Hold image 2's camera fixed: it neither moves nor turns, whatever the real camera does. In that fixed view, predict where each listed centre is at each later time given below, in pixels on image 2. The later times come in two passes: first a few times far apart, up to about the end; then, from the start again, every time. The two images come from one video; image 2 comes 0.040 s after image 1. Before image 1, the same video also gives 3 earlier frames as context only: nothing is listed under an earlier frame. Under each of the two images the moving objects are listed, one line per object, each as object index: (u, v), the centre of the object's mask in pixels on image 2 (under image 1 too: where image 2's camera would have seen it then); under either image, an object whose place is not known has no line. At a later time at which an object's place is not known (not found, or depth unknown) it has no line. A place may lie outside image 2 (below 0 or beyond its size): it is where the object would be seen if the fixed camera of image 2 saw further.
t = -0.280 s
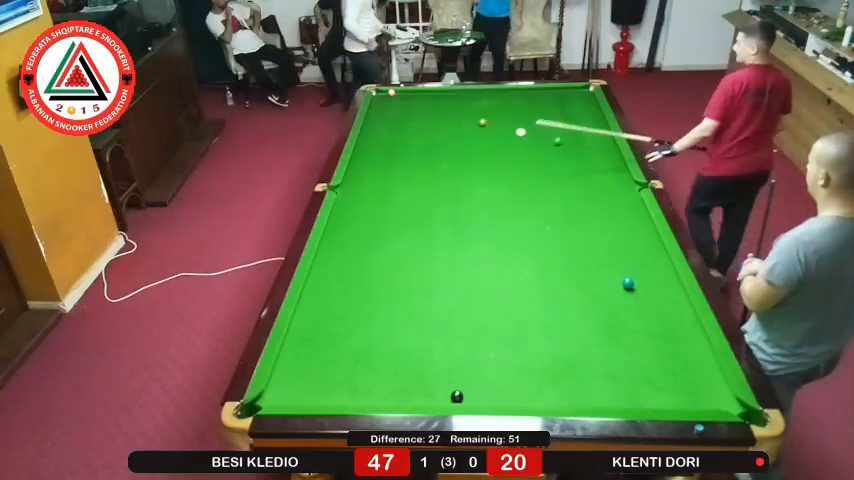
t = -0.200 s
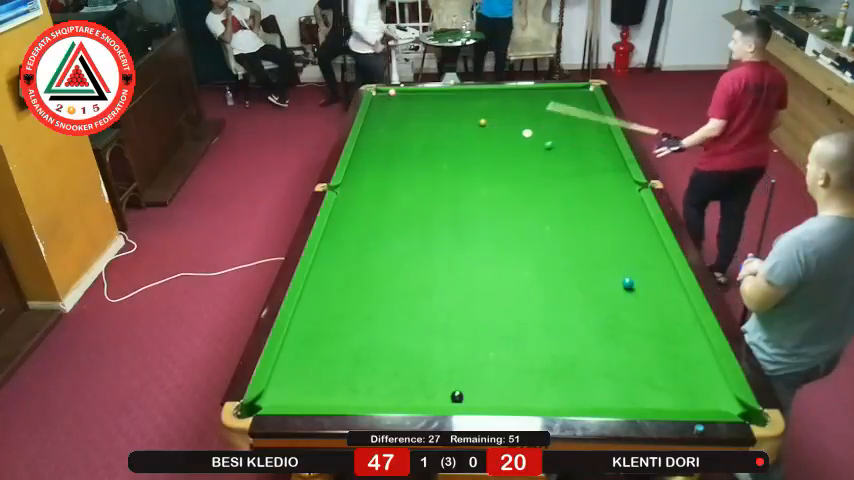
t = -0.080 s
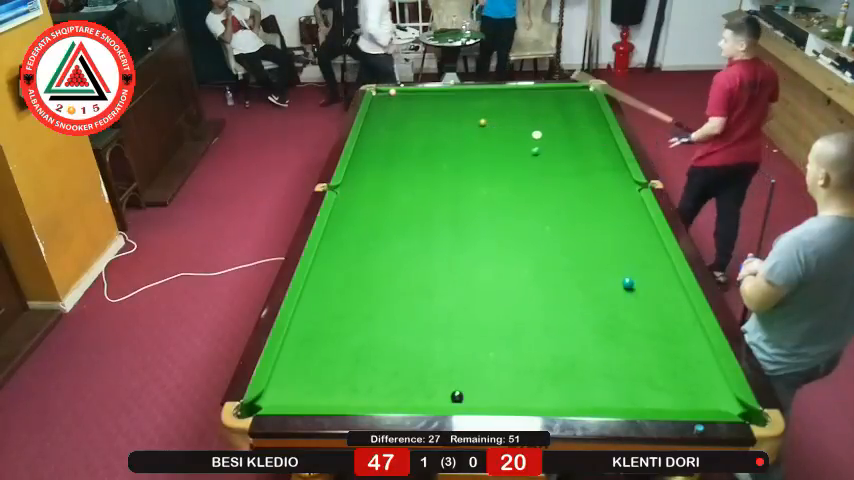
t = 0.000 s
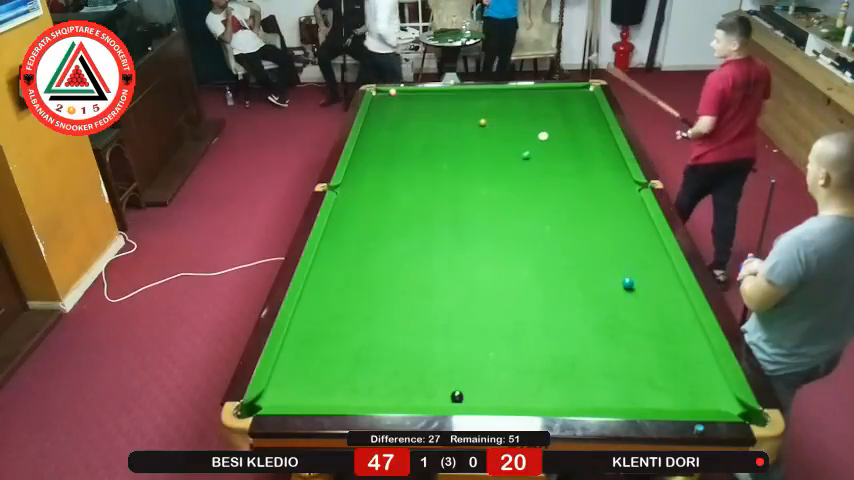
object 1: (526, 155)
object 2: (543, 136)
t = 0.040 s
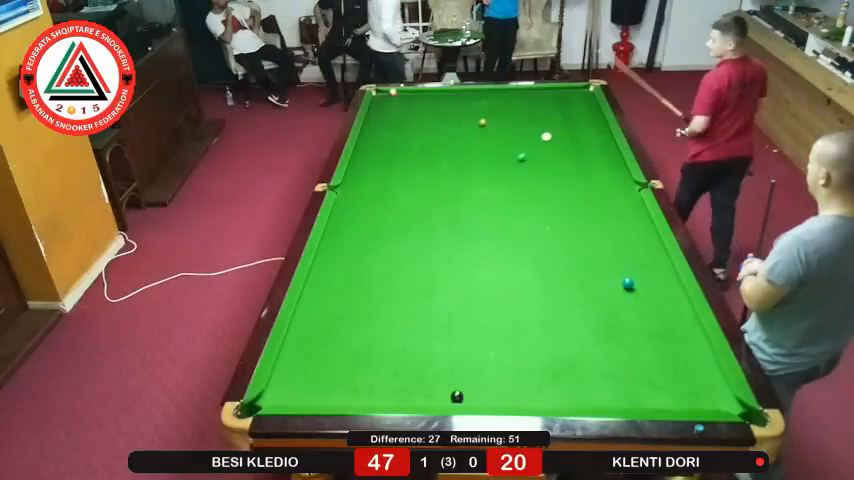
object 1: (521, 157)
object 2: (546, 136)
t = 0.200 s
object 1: (502, 166)
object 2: (559, 138)
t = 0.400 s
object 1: (478, 176)
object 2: (574, 141)
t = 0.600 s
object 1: (453, 188)
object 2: (590, 143)
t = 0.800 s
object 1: (427, 199)
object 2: (604, 146)
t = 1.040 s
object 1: (395, 213)
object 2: (611, 149)
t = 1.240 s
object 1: (367, 225)
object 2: (603, 151)
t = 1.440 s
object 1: (338, 238)
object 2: (596, 152)
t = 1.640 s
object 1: (330, 248)
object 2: (588, 154)
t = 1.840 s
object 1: (341, 257)
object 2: (582, 156)
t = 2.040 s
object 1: (352, 266)
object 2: (576, 157)
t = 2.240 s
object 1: (364, 275)
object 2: (571, 158)
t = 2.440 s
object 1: (375, 284)
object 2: (566, 159)
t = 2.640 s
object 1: (387, 293)
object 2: (561, 160)
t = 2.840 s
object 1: (398, 301)
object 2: (558, 161)
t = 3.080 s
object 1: (412, 312)
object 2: (554, 162)
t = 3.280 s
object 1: (423, 321)
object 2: (551, 162)
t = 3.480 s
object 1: (434, 329)
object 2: (549, 162)
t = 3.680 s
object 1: (444, 338)
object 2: (547, 163)
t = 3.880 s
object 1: (455, 346)
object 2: (547, 163)
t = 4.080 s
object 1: (465, 354)
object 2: (547, 163)
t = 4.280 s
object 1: (475, 361)
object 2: (547, 163)
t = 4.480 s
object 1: (484, 368)
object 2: (547, 163)
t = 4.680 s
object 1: (492, 375)
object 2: (547, 163)
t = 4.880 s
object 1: (501, 382)
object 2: (547, 163)
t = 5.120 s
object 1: (510, 390)
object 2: (547, 163)
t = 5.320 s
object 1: (517, 395)
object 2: (547, 163)
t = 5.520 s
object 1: (523, 397)
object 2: (547, 163)
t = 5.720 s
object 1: (529, 400)
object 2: (547, 163)
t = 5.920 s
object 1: (532, 399)
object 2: (547, 163)
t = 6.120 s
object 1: (534, 398)
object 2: (547, 163)
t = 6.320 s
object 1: (536, 397)
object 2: (547, 163)
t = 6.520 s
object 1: (537, 397)
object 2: (547, 163)
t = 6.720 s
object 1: (537, 397)
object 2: (547, 163)
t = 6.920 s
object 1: (537, 397)
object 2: (547, 163)
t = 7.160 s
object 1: (537, 397)
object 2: (547, 163)
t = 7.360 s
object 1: (537, 397)
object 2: (547, 163)
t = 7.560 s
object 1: (537, 397)
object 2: (547, 163)
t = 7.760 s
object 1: (537, 397)
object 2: (547, 163)
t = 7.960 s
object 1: (537, 397)
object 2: (547, 163)
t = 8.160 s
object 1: (537, 397)
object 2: (547, 163)
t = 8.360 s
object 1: (537, 397)
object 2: (547, 163)
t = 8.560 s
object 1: (537, 397)
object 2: (547, 163)
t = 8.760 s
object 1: (537, 397)
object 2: (547, 163)
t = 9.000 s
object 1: (537, 397)
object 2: (547, 163)
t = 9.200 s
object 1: (537, 397)
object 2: (547, 163)
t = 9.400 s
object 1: (537, 397)
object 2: (547, 163)
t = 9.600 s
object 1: (537, 397)
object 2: (547, 163)
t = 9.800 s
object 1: (537, 397)
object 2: (547, 163)
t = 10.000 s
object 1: (537, 397)
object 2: (547, 163)
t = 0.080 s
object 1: (516, 159)
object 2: (549, 137)
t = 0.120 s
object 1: (512, 161)
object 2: (552, 137)
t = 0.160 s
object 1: (507, 164)
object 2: (556, 138)
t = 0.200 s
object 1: (502, 166)
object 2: (559, 138)
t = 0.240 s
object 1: (498, 168)
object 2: (562, 139)
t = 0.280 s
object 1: (493, 170)
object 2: (565, 139)
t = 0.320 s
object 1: (488, 172)
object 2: (568, 140)
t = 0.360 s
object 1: (483, 174)
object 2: (571, 140)
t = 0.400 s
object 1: (478, 176)
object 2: (574, 141)
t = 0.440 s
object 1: (473, 179)
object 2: (577, 141)
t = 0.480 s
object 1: (468, 181)
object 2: (581, 142)
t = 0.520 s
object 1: (463, 183)
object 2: (584, 143)
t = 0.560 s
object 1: (458, 185)
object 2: (586, 143)
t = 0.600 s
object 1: (453, 188)
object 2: (590, 143)
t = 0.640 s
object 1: (448, 190)
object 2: (593, 144)
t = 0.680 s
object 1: (443, 192)
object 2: (595, 145)
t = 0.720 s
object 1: (438, 194)
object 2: (598, 145)
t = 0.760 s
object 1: (433, 196)
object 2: (602, 146)
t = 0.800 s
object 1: (427, 199)
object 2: (604, 146)
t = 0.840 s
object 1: (422, 201)
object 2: (608, 147)
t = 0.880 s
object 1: (417, 203)
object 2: (611, 147)
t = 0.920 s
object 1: (411, 206)
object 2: (614, 148)
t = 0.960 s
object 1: (406, 208)
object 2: (614, 148)
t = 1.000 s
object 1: (400, 210)
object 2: (612, 149)
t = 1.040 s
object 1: (395, 213)
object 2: (611, 149)
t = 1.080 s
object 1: (389, 215)
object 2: (609, 149)
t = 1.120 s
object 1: (384, 217)
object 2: (608, 149)
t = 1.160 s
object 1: (378, 220)
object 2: (606, 150)
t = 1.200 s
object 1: (372, 223)
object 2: (605, 150)
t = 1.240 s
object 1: (367, 225)
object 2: (603, 151)
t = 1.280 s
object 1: (361, 227)
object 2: (602, 151)
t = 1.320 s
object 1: (355, 230)
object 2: (600, 151)
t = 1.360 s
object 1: (349, 232)
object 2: (598, 152)
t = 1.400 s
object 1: (344, 235)
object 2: (597, 152)
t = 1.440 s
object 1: (338, 238)
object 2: (596, 152)
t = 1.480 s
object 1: (331, 240)
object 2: (594, 153)
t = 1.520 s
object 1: (325, 242)
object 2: (593, 153)
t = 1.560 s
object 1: (324, 244)
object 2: (591, 153)
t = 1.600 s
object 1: (327, 246)
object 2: (590, 154)
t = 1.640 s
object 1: (330, 248)
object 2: (588, 154)
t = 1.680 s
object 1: (332, 250)
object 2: (587, 154)
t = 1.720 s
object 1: (334, 251)
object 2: (586, 155)
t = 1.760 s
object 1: (336, 253)
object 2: (585, 155)
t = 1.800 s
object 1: (339, 255)
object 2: (583, 155)
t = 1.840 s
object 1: (341, 257)
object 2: (582, 156)
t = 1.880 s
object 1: (343, 259)
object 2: (581, 156)
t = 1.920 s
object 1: (346, 260)
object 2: (580, 156)
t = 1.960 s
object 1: (348, 262)
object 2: (579, 156)
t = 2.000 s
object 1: (350, 264)
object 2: (577, 157)
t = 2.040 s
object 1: (352, 266)
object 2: (576, 157)
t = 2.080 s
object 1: (354, 268)
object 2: (575, 157)
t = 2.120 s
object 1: (357, 269)
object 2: (574, 157)
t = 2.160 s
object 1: (359, 271)
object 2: (573, 158)
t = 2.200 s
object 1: (362, 273)
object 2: (572, 158)
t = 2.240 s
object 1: (364, 275)
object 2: (571, 158)
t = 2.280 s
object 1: (366, 276)
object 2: (570, 159)
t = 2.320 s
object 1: (368, 278)
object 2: (568, 159)
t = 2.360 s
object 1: (371, 280)
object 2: (567, 159)
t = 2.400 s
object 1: (373, 282)
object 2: (567, 159)
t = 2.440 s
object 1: (375, 284)
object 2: (566, 159)
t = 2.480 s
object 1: (378, 285)
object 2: (565, 160)
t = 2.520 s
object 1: (380, 287)
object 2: (564, 160)
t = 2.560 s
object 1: (382, 289)
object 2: (563, 160)
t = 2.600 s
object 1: (385, 291)
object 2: (562, 160)
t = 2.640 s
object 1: (387, 293)
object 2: (561, 160)
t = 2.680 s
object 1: (389, 295)
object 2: (560, 160)
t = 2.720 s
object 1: (391, 296)
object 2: (560, 160)
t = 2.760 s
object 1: (394, 298)
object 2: (559, 160)
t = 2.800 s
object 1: (396, 300)
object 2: (558, 161)
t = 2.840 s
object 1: (398, 301)
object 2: (558, 161)
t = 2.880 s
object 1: (400, 303)
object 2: (557, 161)
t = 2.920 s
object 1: (403, 305)
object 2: (556, 161)
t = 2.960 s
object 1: (405, 306)
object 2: (555, 161)
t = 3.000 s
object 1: (407, 308)
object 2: (555, 161)
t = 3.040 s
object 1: (410, 310)
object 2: (554, 162)
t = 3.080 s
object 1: (412, 312)
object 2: (554, 162)
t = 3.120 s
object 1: (414, 314)
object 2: (553, 162)
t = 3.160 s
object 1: (416, 315)
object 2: (552, 162)
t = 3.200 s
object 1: (418, 317)
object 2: (552, 162)
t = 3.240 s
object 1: (421, 319)
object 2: (552, 162)
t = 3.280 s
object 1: (423, 321)
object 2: (551, 162)
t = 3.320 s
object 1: (425, 323)
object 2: (551, 162)
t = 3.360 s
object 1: (427, 324)
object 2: (550, 162)
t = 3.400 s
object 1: (429, 326)
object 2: (550, 162)
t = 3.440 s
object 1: (432, 328)
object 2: (550, 162)
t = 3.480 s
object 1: (434, 329)
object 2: (549, 162)
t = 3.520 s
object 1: (436, 331)
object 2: (549, 162)
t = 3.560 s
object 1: (438, 333)
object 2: (549, 163)
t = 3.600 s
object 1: (440, 334)
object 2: (548, 163)
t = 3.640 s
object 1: (442, 336)
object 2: (548, 163)
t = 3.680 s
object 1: (444, 338)
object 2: (547, 163)
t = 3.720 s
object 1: (447, 339)
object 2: (547, 163)
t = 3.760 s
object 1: (449, 341)
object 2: (547, 163)
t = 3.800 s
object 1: (451, 343)
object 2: (547, 163)
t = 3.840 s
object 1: (453, 344)
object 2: (547, 163)
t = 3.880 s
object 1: (455, 346)
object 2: (547, 163)
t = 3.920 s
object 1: (457, 347)
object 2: (547, 163)
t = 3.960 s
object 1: (459, 349)
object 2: (547, 163)
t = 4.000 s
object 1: (461, 350)
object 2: (547, 163)
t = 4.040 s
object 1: (463, 352)
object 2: (547, 163)
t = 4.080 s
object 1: (465, 354)
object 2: (547, 163)
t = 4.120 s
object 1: (467, 355)
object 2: (547, 163)
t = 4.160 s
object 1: (469, 357)
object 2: (547, 163)
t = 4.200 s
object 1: (470, 358)
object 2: (547, 163)
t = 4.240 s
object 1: (473, 360)
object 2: (547, 163)
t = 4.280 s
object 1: (475, 361)
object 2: (547, 163)
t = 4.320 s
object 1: (476, 363)
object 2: (547, 163)
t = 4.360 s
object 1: (478, 364)
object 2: (547, 163)
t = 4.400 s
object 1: (480, 366)
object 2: (547, 163)
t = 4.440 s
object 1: (482, 367)
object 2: (547, 163)
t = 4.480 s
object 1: (484, 368)
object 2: (547, 163)
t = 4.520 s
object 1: (485, 370)
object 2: (547, 163)
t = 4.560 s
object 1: (487, 371)
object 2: (547, 163)
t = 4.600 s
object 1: (489, 372)
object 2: (547, 163)
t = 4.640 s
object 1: (491, 374)
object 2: (547, 163)
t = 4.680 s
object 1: (492, 375)
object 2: (547, 163)
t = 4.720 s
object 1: (494, 377)
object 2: (547, 163)
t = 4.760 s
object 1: (496, 378)
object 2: (547, 163)
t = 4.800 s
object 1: (498, 379)
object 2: (547, 163)
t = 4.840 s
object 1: (499, 381)
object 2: (547, 163)
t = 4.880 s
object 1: (501, 382)
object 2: (547, 163)
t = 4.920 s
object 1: (503, 383)
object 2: (547, 163)
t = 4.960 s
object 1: (504, 384)
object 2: (547, 163)
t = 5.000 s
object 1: (506, 386)
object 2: (547, 163)
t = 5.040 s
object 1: (507, 387)
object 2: (547, 163)
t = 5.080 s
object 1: (509, 388)
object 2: (547, 163)
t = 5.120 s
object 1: (510, 390)
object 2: (547, 163)
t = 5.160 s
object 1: (512, 391)
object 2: (547, 163)
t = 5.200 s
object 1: (513, 392)
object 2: (547, 163)
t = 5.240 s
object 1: (514, 393)
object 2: (547, 163)
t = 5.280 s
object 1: (516, 394)
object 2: (547, 163)
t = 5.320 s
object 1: (517, 395)
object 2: (547, 163)
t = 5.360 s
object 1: (518, 395)
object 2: (547, 163)
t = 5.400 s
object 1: (519, 396)
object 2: (547, 163)
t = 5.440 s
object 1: (521, 397)
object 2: (547, 163)
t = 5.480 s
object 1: (522, 397)
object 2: (547, 163)
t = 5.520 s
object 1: (523, 397)
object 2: (547, 163)
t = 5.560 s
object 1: (524, 398)
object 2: (547, 163)
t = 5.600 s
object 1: (525, 399)
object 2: (547, 163)
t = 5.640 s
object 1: (527, 399)
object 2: (547, 163)
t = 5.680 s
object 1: (528, 399)
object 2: (547, 163)
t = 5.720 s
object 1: (529, 400)
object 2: (547, 163)
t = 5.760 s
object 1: (530, 400)
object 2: (547, 163)
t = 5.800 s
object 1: (530, 400)
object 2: (547, 163)
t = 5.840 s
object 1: (531, 399)
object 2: (547, 163)
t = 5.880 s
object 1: (532, 399)
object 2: (547, 163)
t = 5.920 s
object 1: (532, 399)
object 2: (547, 163)
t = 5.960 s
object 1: (532, 398)
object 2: (547, 163)
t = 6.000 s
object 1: (533, 398)
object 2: (547, 163)
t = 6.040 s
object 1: (533, 398)
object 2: (547, 163)
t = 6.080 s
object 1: (534, 398)
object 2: (547, 163)
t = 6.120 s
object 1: (534, 398)
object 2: (547, 163)
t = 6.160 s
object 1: (534, 398)
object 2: (547, 163)
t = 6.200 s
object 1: (535, 398)
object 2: (547, 163)
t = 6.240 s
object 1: (535, 398)
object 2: (547, 163)
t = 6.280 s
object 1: (535, 397)
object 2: (547, 163)
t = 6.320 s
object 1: (536, 397)
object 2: (547, 163)
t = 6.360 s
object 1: (536, 397)
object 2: (547, 163)
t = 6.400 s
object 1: (536, 397)
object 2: (547, 163)
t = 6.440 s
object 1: (537, 397)
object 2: (547, 163)
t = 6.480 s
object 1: (537, 397)
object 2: (547, 163)
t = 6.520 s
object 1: (537, 397)
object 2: (547, 163)
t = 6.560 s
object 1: (537, 397)
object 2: (547, 163)
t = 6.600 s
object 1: (537, 397)
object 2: (547, 163)
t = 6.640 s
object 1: (537, 397)
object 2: (547, 163)
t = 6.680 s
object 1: (537, 397)
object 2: (547, 163)
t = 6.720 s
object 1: (537, 397)
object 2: (547, 163)
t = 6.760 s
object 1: (537, 397)
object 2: (547, 163)
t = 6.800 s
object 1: (537, 397)
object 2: (547, 163)
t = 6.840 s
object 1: (537, 397)
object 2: (547, 163)
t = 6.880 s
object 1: (537, 397)
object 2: (547, 163)
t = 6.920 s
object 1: (537, 397)
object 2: (547, 163)
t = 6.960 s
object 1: (537, 397)
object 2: (547, 163)
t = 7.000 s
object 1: (537, 397)
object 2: (547, 163)
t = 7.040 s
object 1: (537, 397)
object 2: (547, 163)
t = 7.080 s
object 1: (537, 397)
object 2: (547, 163)
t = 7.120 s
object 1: (537, 397)
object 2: (547, 163)
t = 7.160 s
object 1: (537, 397)
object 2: (547, 163)
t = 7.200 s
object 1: (537, 397)
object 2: (547, 163)
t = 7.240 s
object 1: (537, 397)
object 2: (547, 163)
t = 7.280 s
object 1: (537, 397)
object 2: (547, 163)
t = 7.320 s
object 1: (537, 397)
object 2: (547, 163)
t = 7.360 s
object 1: (537, 397)
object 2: (547, 163)
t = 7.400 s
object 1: (537, 397)
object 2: (547, 163)
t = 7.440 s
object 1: (537, 397)
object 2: (547, 163)
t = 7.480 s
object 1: (537, 397)
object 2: (547, 163)
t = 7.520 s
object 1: (537, 397)
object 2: (547, 163)
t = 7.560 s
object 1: (537, 397)
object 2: (547, 163)
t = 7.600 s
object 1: (537, 397)
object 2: (547, 163)
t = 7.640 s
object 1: (537, 397)
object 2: (547, 163)
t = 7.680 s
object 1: (537, 397)
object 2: (547, 163)
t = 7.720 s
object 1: (537, 397)
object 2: (547, 163)
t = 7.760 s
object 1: (537, 397)
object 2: (547, 163)
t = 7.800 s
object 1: (537, 397)
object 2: (547, 163)
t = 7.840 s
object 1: (537, 397)
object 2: (547, 163)
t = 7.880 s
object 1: (537, 397)
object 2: (547, 163)
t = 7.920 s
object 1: (537, 397)
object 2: (547, 163)
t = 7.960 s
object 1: (537, 397)
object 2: (547, 163)
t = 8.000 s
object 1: (537, 397)
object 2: (547, 163)
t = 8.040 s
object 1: (537, 397)
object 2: (547, 163)
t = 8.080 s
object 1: (537, 397)
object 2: (547, 163)
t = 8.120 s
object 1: (537, 397)
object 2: (547, 163)
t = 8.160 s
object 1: (537, 397)
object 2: (547, 163)
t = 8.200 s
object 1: (537, 397)
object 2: (547, 163)
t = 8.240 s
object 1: (537, 397)
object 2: (547, 163)
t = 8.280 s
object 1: (537, 397)
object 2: (547, 163)
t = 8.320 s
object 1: (537, 397)
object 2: (547, 163)
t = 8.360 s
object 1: (537, 397)
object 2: (547, 163)
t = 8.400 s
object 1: (537, 397)
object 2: (547, 163)
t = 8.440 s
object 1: (537, 397)
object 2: (547, 163)
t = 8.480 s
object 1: (537, 397)
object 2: (547, 163)
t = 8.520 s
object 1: (537, 397)
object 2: (547, 163)
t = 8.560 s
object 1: (537, 397)
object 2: (547, 163)
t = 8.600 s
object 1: (537, 397)
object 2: (547, 163)
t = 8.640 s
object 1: (537, 397)
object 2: (547, 163)
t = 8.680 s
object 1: (537, 397)
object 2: (547, 163)
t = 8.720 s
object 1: (537, 397)
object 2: (547, 163)
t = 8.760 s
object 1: (537, 397)
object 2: (547, 163)
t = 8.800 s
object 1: (537, 397)
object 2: (547, 163)
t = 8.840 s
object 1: (537, 397)
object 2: (547, 163)
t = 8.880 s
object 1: (537, 397)
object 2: (547, 163)
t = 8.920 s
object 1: (537, 397)
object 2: (547, 163)
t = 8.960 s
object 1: (536, 397)
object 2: (547, 163)
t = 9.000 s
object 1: (537, 397)
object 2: (547, 163)
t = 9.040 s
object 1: (537, 397)
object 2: (547, 163)
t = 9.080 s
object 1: (537, 397)
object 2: (547, 163)
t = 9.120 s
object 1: (537, 397)
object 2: (547, 163)
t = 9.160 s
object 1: (537, 397)
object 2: (547, 163)
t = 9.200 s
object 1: (537, 397)
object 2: (547, 163)
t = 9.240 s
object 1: (537, 397)
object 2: (547, 163)
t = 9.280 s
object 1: (537, 397)
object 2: (547, 163)
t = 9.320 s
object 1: (537, 397)
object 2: (547, 163)
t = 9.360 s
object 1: (537, 397)
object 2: (547, 163)
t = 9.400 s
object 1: (537, 397)
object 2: (547, 163)
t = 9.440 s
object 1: (537, 397)
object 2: (547, 163)
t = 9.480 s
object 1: (537, 397)
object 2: (547, 163)
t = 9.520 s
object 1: (537, 397)
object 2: (547, 163)
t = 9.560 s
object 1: (537, 397)
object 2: (547, 163)
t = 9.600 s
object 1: (537, 397)
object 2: (547, 163)
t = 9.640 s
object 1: (537, 397)
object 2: (547, 163)
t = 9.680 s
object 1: (537, 397)
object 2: (547, 163)
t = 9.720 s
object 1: (537, 397)
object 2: (547, 163)
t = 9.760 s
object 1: (537, 397)
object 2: (547, 163)
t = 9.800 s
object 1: (537, 397)
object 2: (547, 163)
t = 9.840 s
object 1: (537, 397)
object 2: (547, 163)
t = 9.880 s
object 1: (537, 397)
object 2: (547, 163)
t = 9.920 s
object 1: (537, 397)
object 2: (547, 163)
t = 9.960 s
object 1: (537, 397)
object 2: (547, 163)
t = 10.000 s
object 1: (537, 397)
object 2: (547, 163)
